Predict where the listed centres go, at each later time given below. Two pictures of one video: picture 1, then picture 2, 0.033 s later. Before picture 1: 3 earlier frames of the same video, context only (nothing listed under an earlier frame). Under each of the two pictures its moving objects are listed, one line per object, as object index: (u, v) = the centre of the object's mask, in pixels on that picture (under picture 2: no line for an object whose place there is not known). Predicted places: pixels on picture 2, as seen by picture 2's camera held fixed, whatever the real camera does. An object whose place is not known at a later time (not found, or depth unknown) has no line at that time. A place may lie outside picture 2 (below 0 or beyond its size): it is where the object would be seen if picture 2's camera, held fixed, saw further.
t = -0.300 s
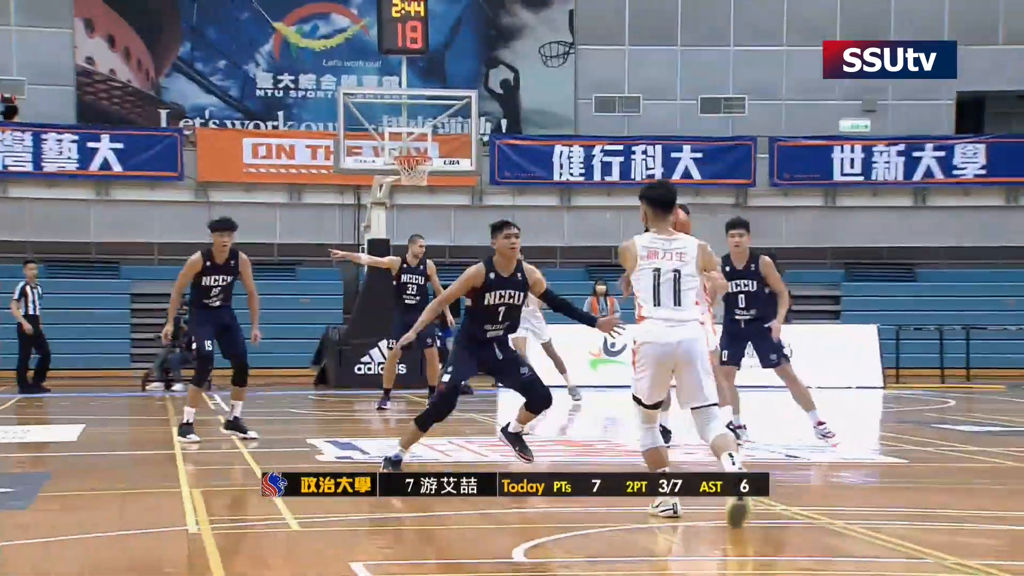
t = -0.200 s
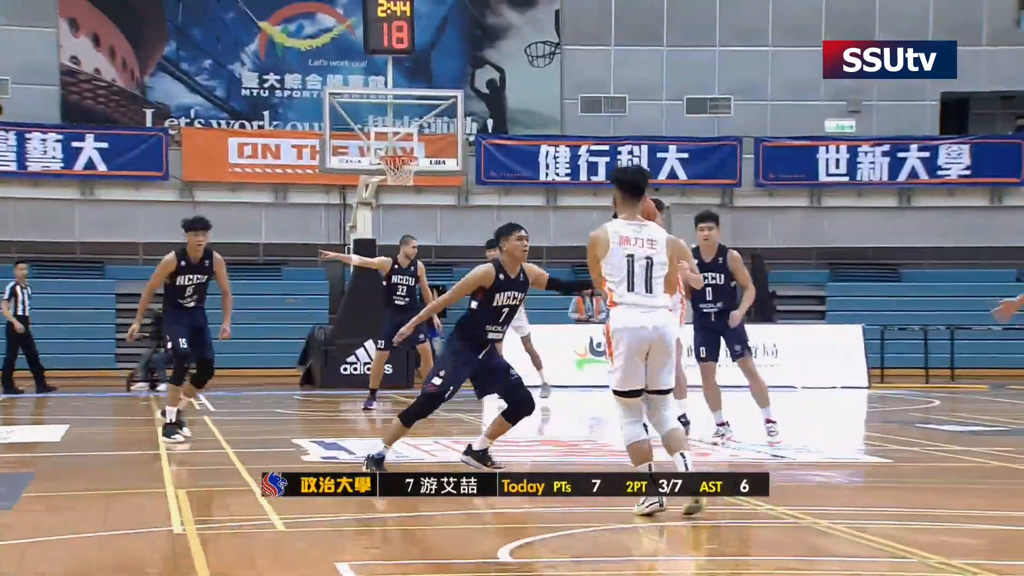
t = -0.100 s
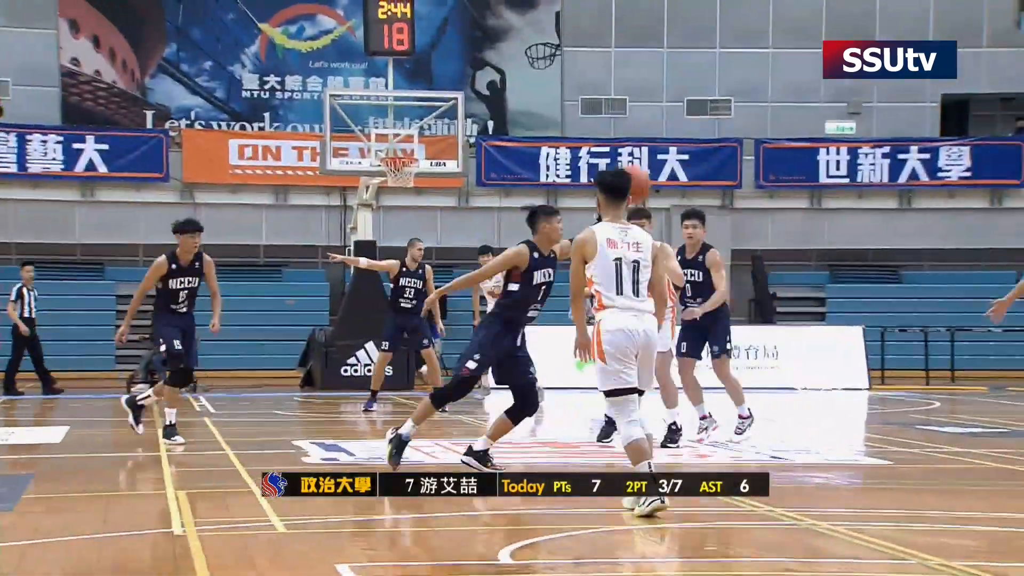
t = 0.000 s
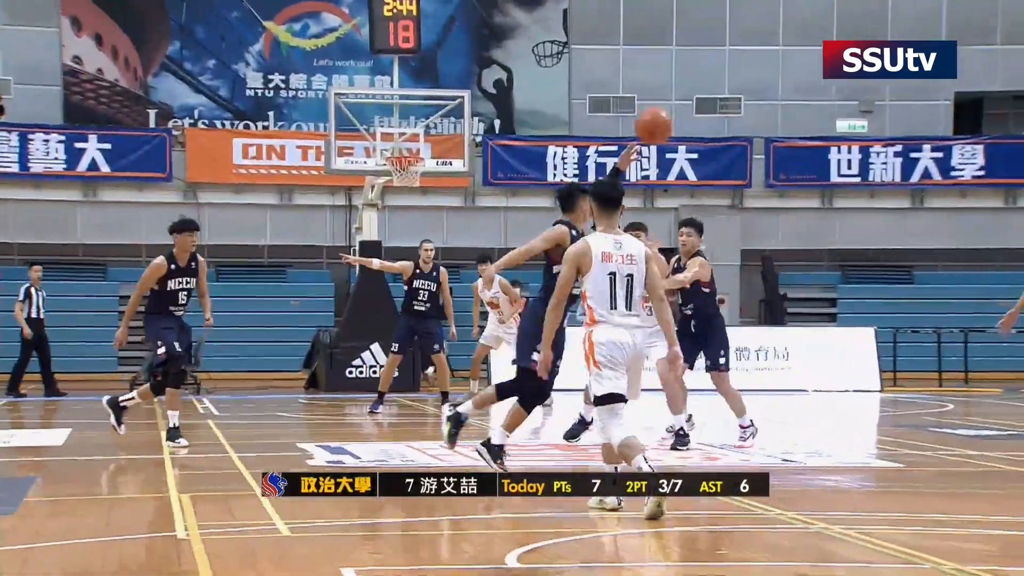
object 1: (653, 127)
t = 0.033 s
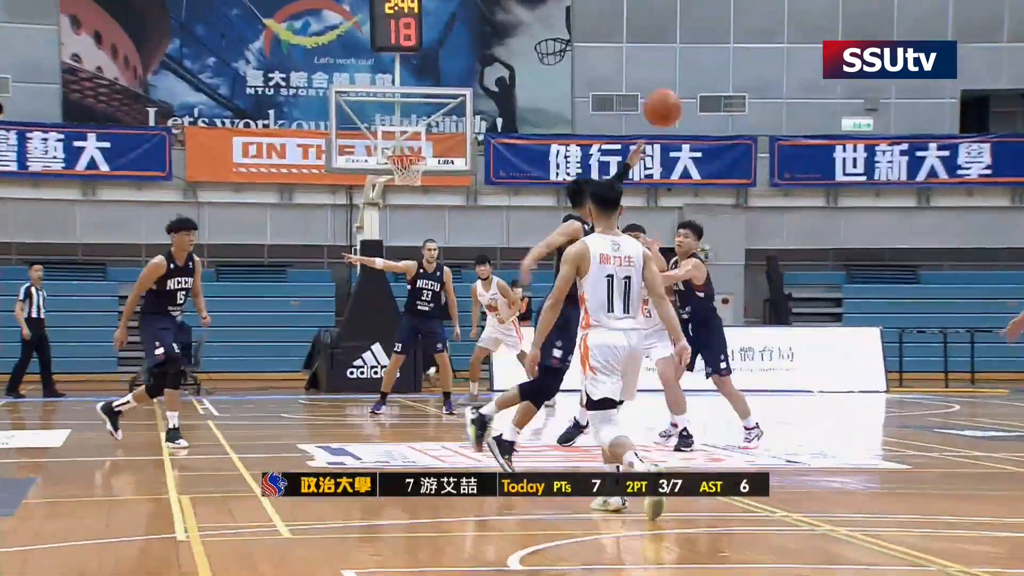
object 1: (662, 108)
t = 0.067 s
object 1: (666, 97)
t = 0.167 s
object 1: (679, 68)
